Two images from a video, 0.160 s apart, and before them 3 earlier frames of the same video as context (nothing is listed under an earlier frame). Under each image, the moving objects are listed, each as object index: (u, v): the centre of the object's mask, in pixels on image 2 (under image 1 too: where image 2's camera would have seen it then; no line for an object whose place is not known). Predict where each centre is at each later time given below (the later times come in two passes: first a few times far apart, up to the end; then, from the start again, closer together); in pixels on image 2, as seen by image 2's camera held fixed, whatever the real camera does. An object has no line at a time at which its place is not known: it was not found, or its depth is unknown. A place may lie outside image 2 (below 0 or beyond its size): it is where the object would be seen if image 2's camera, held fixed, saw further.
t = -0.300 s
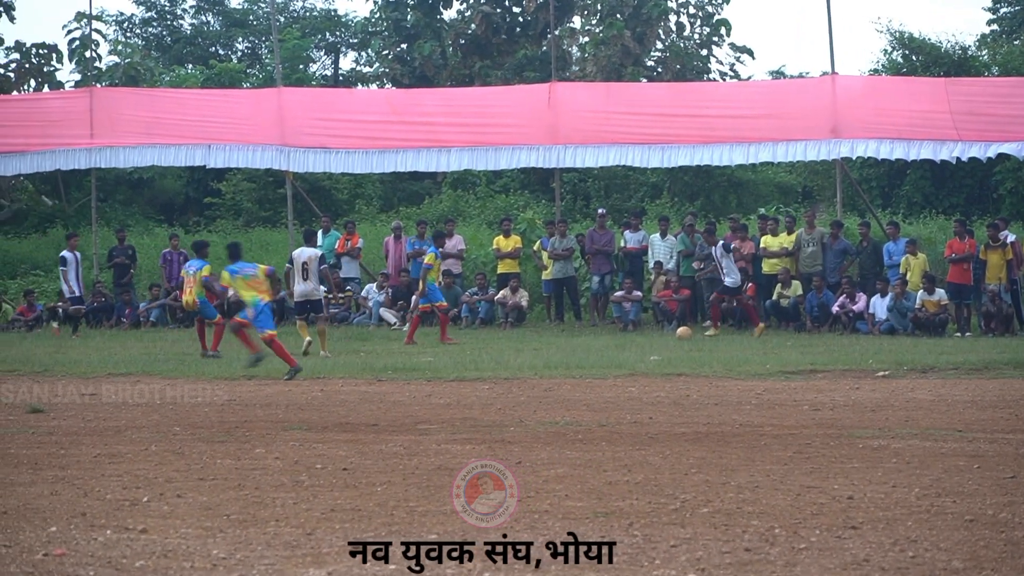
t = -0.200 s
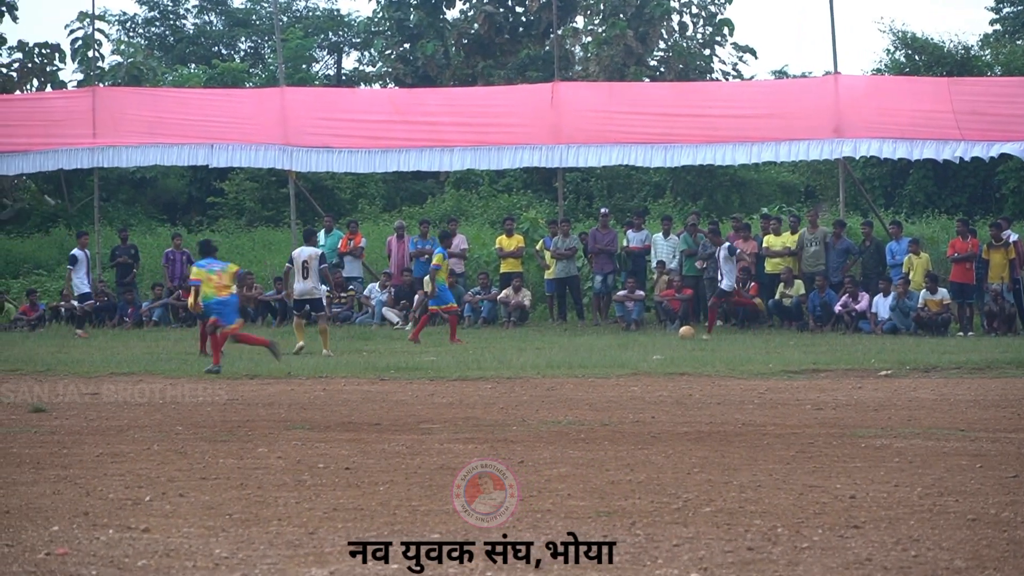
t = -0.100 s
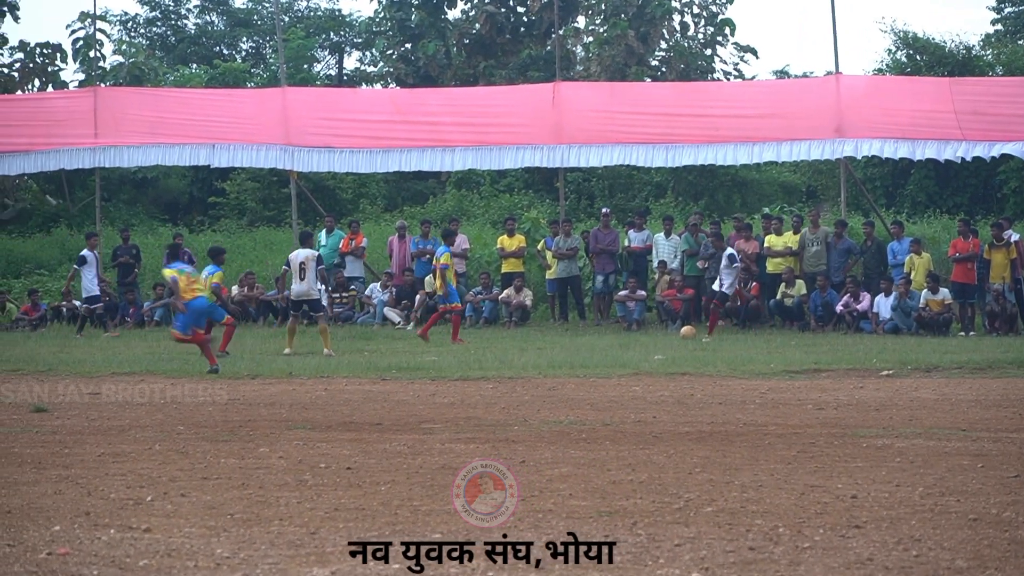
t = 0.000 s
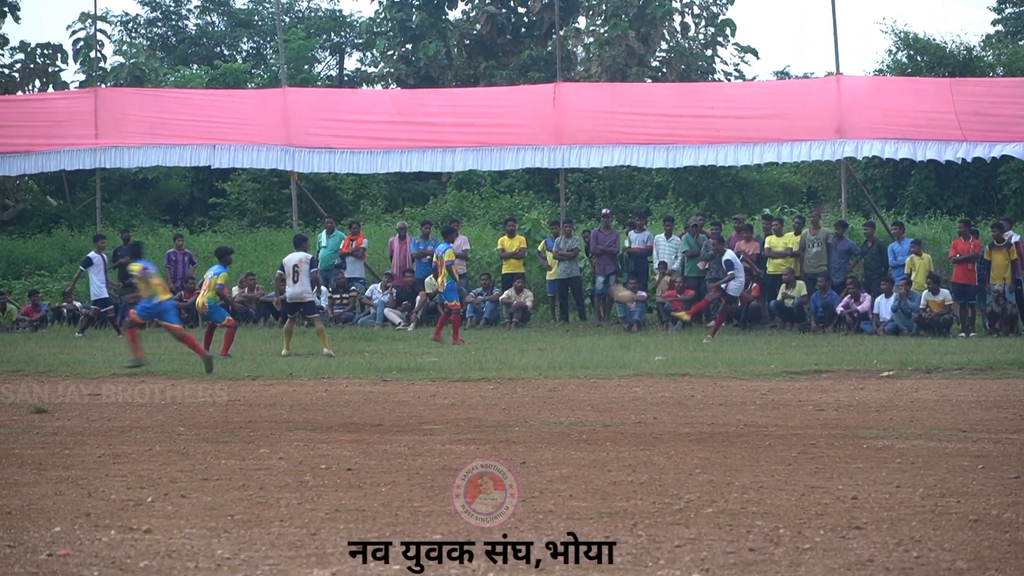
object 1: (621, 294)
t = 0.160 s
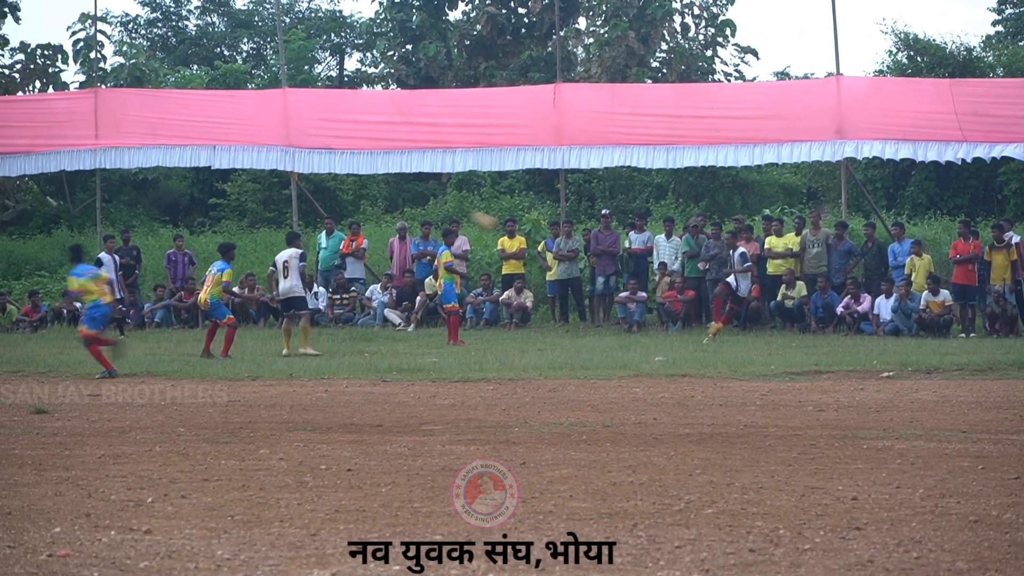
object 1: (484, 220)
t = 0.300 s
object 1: (364, 168)
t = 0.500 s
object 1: (186, 109)
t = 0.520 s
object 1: (168, 104)
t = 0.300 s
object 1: (364, 168)
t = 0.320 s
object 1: (346, 162)
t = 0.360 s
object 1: (311, 152)
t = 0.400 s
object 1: (275, 138)
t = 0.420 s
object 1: (258, 132)
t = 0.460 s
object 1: (221, 121)
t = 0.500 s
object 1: (186, 109)
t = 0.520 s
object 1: (168, 104)
